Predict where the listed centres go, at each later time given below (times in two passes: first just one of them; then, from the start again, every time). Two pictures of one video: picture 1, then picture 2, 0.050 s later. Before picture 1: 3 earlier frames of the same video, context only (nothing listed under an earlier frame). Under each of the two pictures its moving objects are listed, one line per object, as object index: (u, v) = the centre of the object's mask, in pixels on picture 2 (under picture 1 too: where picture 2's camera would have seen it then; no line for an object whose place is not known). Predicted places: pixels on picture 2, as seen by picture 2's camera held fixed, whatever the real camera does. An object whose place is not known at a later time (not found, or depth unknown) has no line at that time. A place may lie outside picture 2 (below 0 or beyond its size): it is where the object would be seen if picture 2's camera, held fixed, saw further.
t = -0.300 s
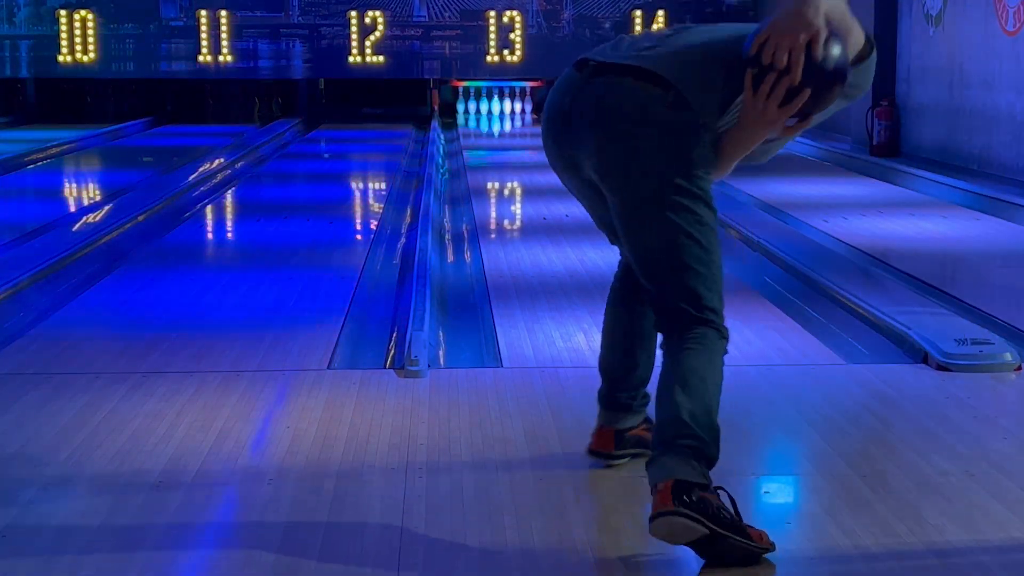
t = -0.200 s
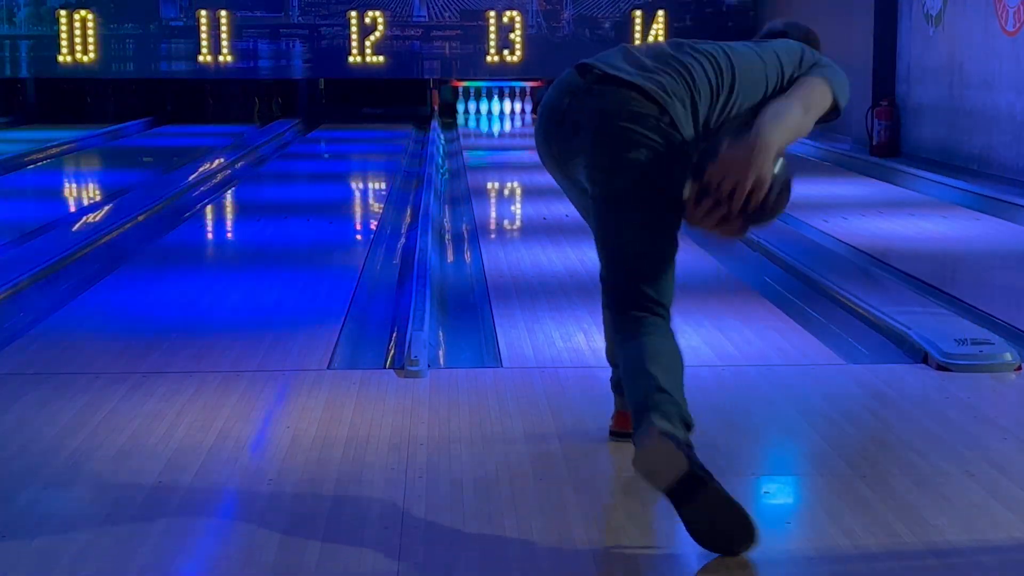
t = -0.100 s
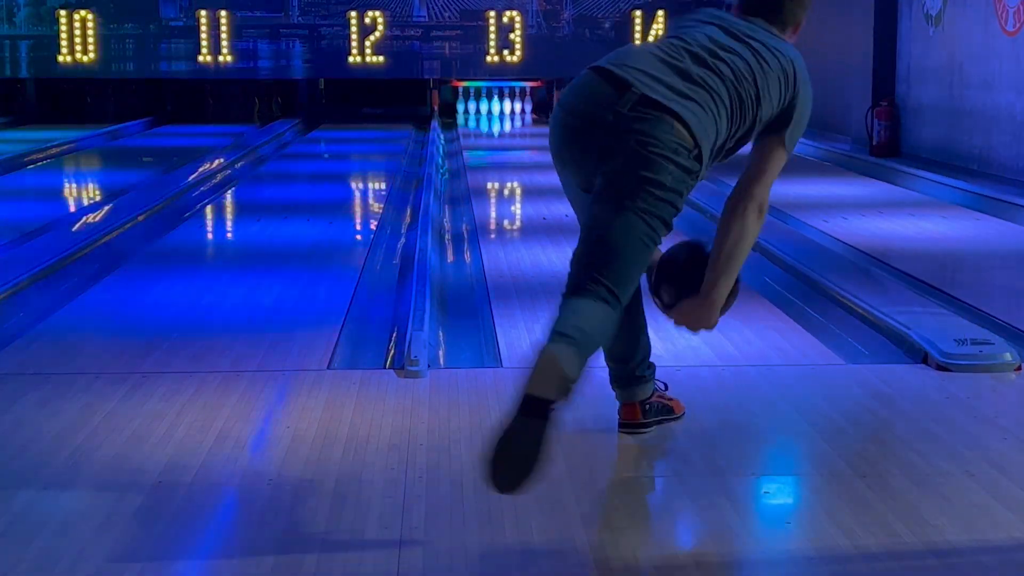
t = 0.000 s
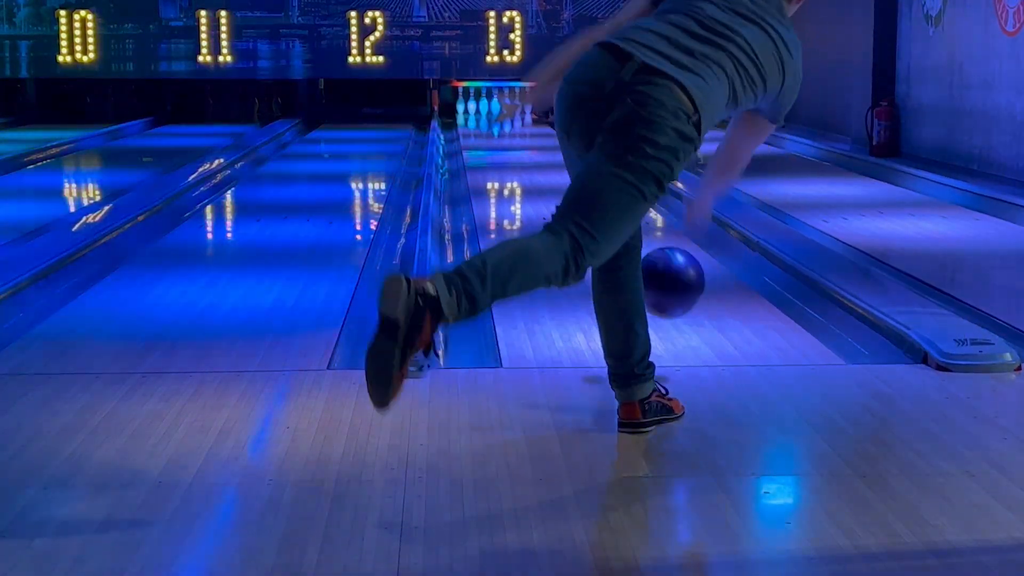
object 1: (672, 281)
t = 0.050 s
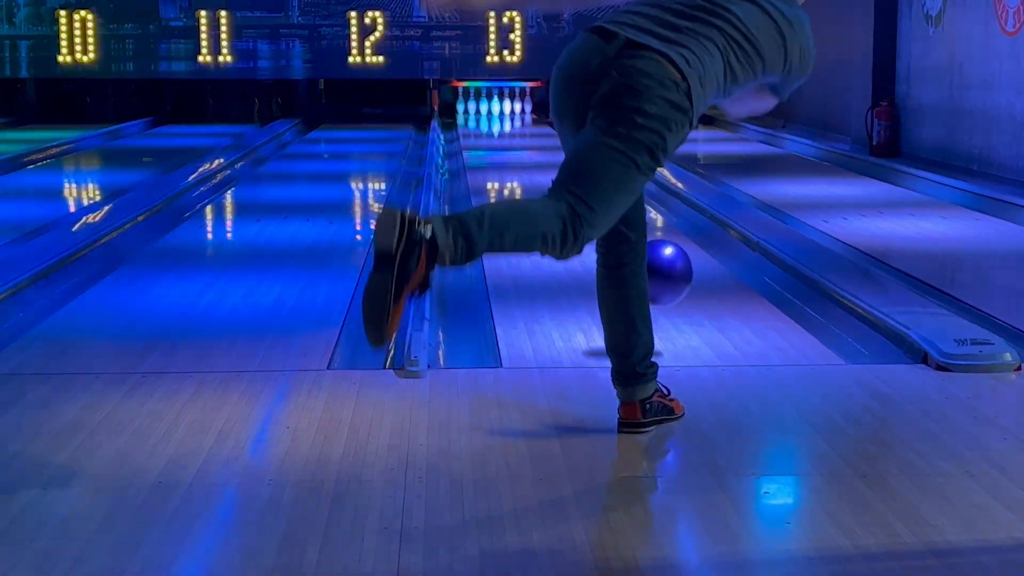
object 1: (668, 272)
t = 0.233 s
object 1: (648, 258)
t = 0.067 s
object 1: (666, 271)
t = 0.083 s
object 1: (665, 271)
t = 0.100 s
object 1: (665, 271)
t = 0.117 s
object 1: (664, 272)
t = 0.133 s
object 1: (664, 274)
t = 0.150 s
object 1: (662, 275)
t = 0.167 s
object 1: (660, 277)
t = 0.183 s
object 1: (657, 272)
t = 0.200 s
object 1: (654, 267)
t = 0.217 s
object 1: (651, 262)
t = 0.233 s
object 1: (648, 258)
